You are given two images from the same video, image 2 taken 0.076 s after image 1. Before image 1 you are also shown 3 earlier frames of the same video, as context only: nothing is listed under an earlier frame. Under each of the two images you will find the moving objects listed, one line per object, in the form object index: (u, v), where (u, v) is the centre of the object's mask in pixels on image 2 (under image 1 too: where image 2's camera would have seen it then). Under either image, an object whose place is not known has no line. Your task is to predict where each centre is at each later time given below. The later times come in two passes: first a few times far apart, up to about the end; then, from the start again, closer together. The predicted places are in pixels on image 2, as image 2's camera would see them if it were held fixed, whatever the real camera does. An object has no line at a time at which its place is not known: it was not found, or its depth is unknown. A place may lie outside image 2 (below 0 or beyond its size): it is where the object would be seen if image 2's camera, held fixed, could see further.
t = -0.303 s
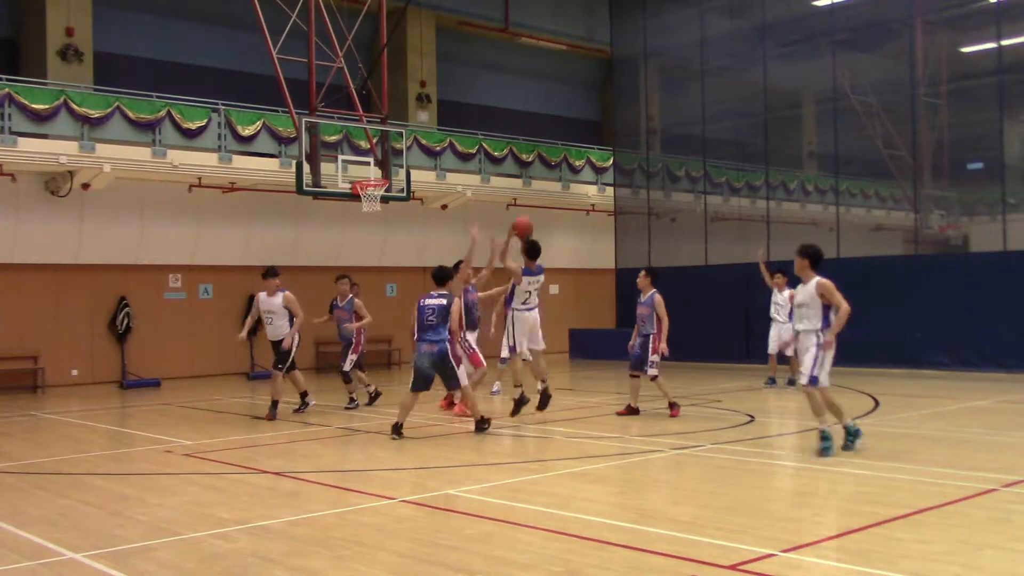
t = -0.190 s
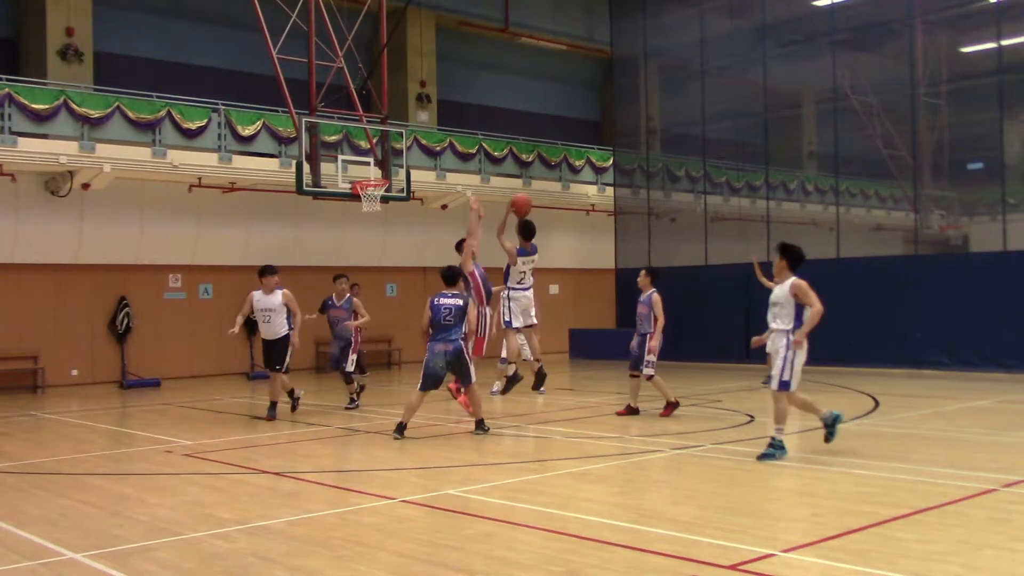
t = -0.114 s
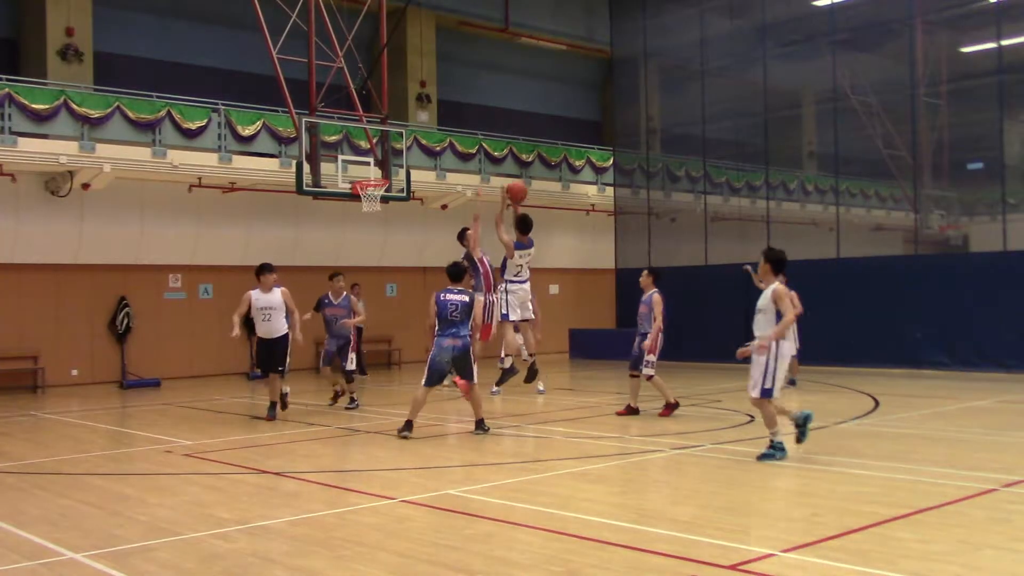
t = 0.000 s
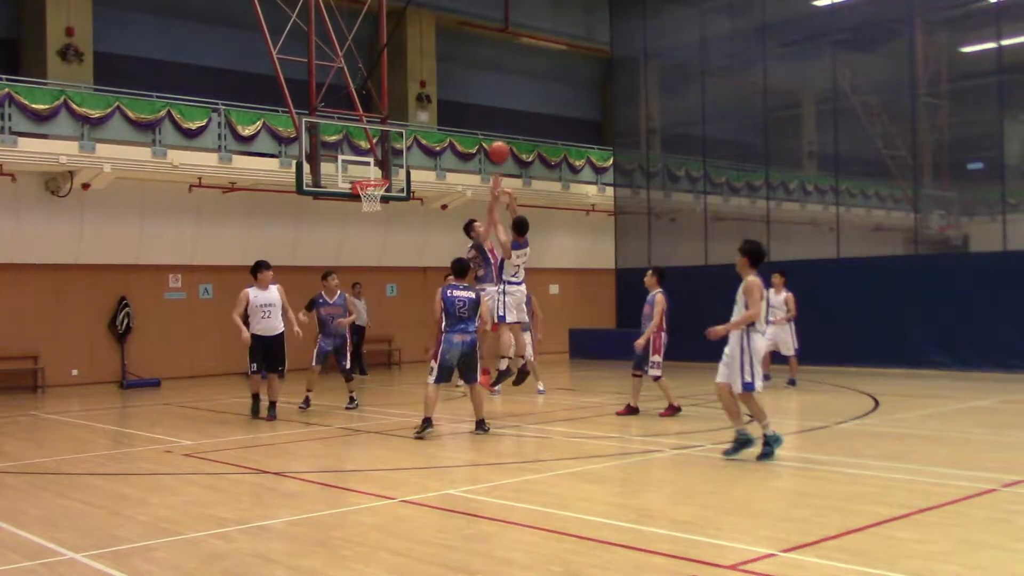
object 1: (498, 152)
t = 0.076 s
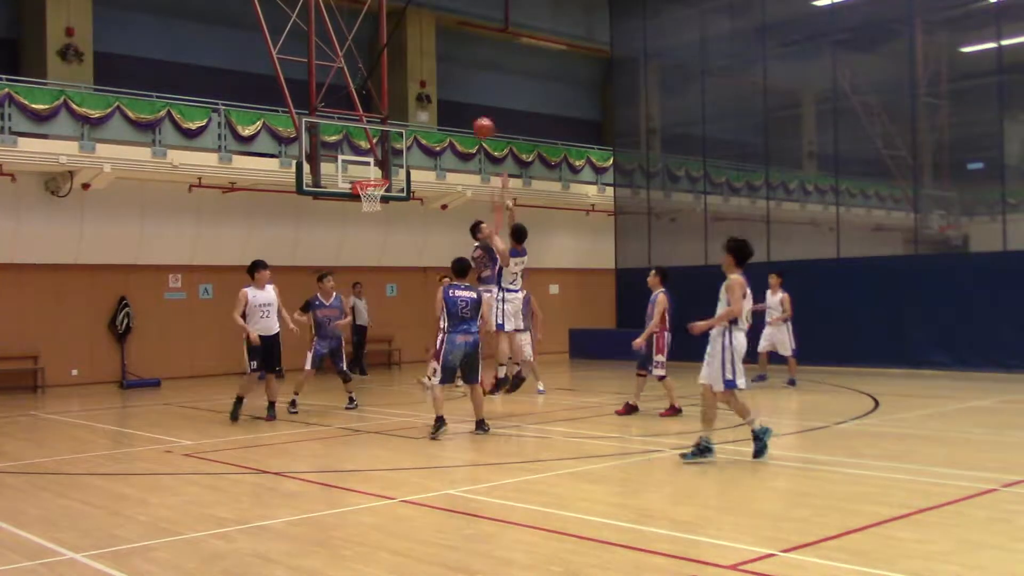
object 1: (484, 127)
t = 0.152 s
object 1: (469, 110)
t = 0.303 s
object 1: (441, 92)
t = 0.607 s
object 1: (394, 114)
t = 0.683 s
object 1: (385, 128)
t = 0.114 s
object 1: (476, 118)
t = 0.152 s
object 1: (469, 110)
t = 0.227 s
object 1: (455, 99)
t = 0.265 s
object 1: (448, 94)
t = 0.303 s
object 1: (441, 92)
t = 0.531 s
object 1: (405, 102)
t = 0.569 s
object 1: (400, 108)
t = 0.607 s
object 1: (394, 114)
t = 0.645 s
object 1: (389, 121)
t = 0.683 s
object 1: (385, 128)
